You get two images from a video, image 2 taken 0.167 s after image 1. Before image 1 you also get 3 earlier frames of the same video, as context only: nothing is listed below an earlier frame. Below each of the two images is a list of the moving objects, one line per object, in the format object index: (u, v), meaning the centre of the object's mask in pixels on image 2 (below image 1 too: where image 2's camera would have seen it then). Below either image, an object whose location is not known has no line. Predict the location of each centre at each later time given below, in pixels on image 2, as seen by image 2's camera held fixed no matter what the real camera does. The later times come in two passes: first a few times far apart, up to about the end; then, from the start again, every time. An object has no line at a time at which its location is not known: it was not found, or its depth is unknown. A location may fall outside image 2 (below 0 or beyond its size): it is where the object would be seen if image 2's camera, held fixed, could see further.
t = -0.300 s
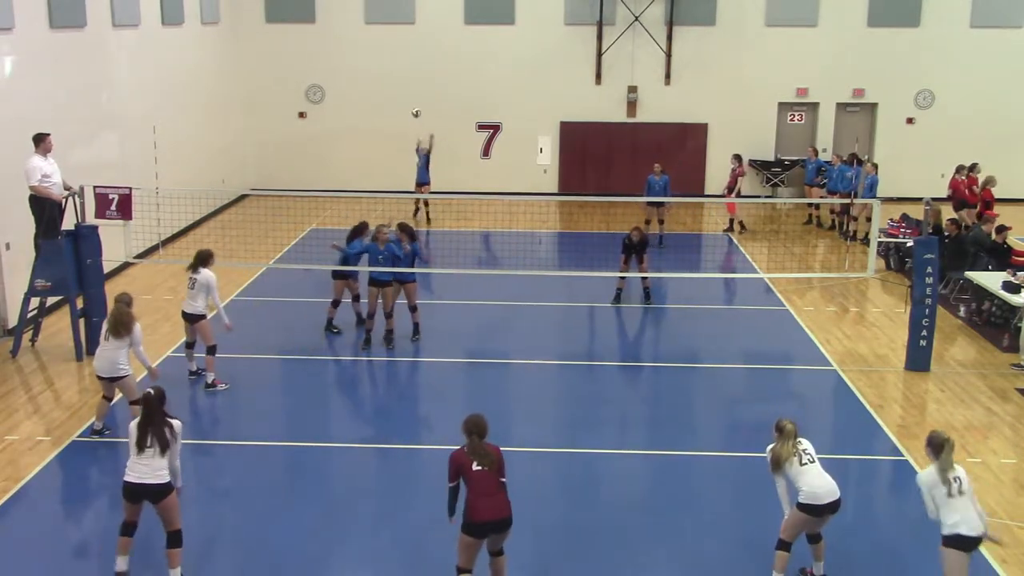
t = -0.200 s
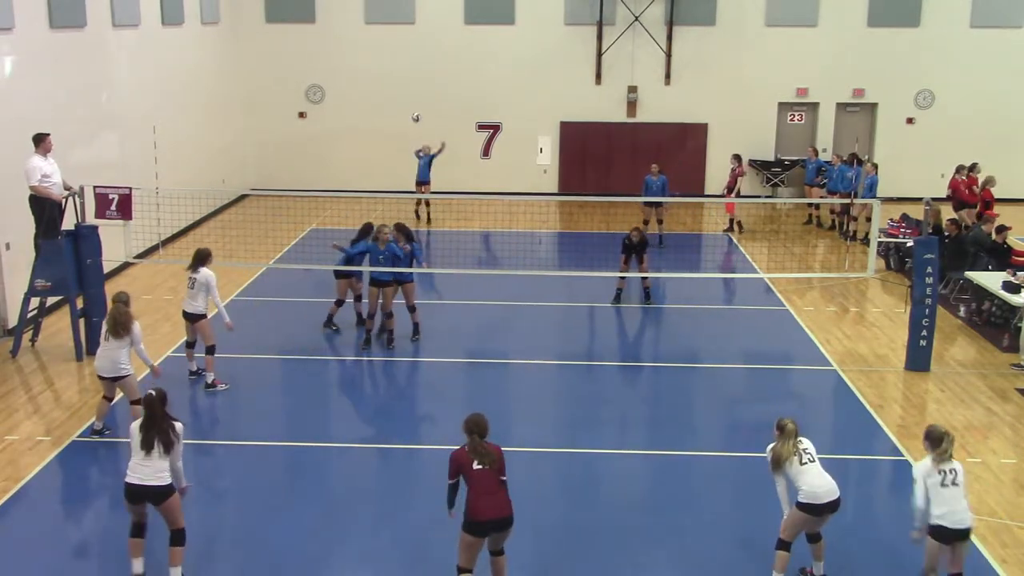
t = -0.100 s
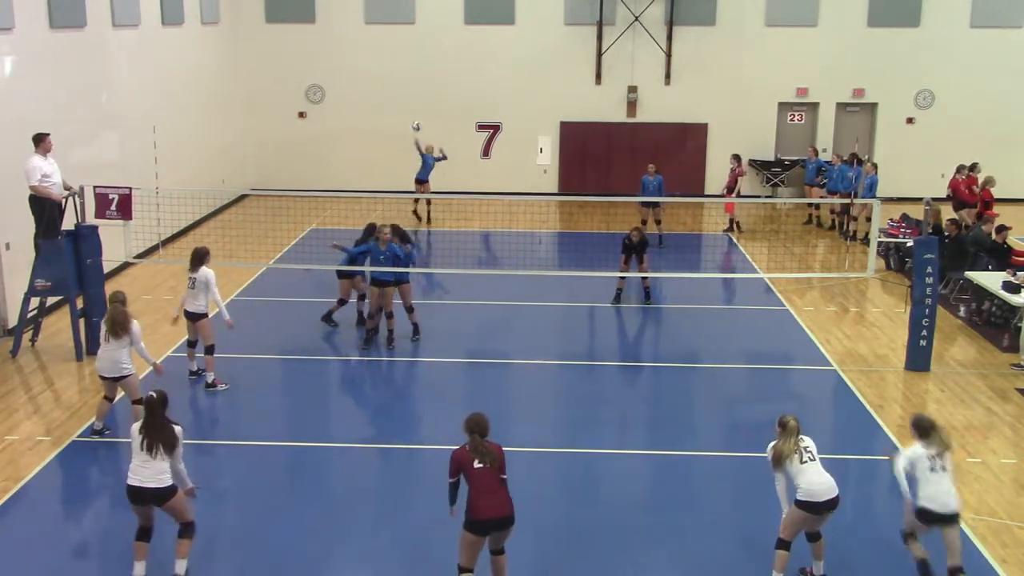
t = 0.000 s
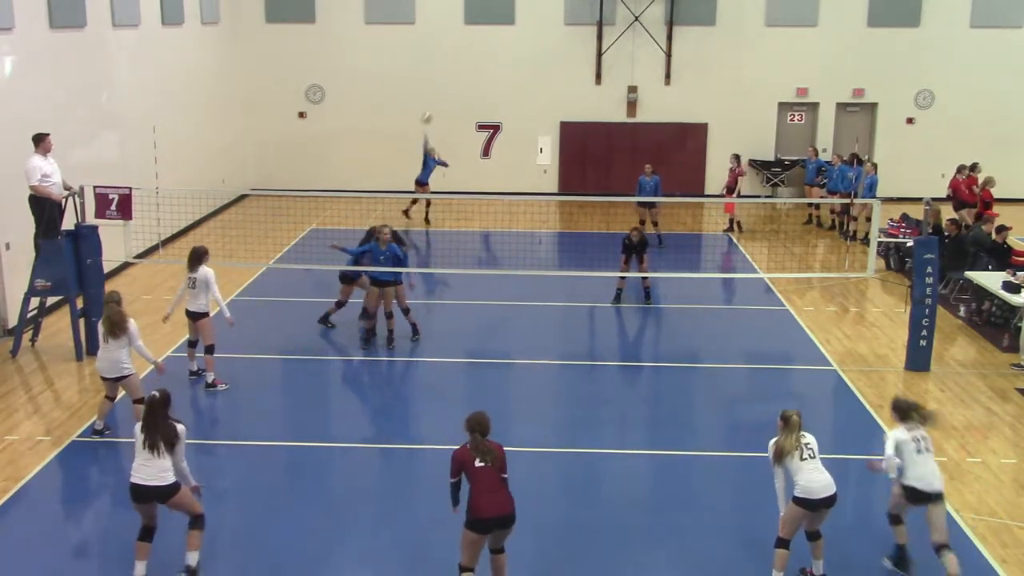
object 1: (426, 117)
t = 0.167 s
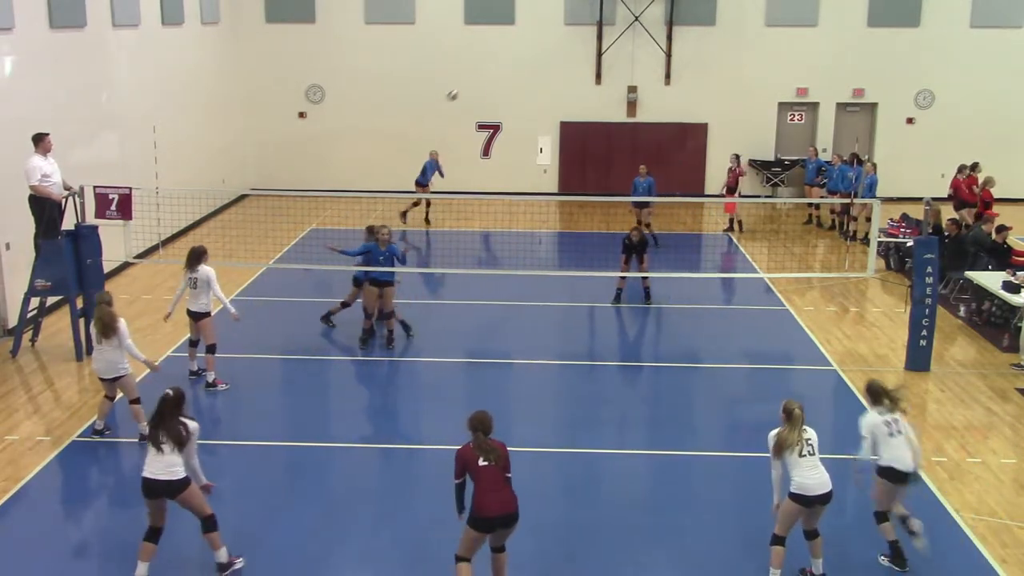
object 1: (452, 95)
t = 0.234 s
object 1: (462, 89)
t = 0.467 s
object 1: (504, 90)
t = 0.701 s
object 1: (563, 129)
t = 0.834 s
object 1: (606, 173)
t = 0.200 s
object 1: (458, 92)
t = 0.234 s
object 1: (462, 89)
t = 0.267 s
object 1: (468, 86)
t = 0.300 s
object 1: (473, 85)
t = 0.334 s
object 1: (479, 85)
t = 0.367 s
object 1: (485, 85)
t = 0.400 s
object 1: (491, 85)
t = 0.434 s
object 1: (497, 87)
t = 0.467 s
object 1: (504, 90)
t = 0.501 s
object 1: (510, 93)
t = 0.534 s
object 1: (518, 97)
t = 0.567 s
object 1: (525, 101)
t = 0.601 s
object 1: (534, 106)
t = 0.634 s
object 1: (543, 113)
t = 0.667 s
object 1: (551, 121)
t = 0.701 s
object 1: (563, 129)
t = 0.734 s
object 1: (573, 138)
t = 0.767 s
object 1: (583, 148)
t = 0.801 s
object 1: (594, 160)
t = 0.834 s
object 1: (606, 173)
